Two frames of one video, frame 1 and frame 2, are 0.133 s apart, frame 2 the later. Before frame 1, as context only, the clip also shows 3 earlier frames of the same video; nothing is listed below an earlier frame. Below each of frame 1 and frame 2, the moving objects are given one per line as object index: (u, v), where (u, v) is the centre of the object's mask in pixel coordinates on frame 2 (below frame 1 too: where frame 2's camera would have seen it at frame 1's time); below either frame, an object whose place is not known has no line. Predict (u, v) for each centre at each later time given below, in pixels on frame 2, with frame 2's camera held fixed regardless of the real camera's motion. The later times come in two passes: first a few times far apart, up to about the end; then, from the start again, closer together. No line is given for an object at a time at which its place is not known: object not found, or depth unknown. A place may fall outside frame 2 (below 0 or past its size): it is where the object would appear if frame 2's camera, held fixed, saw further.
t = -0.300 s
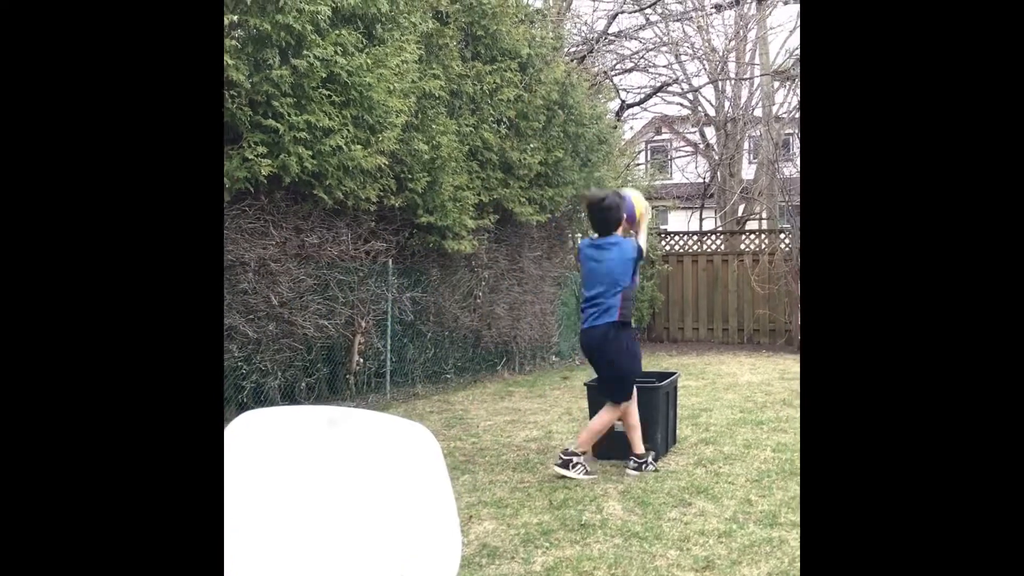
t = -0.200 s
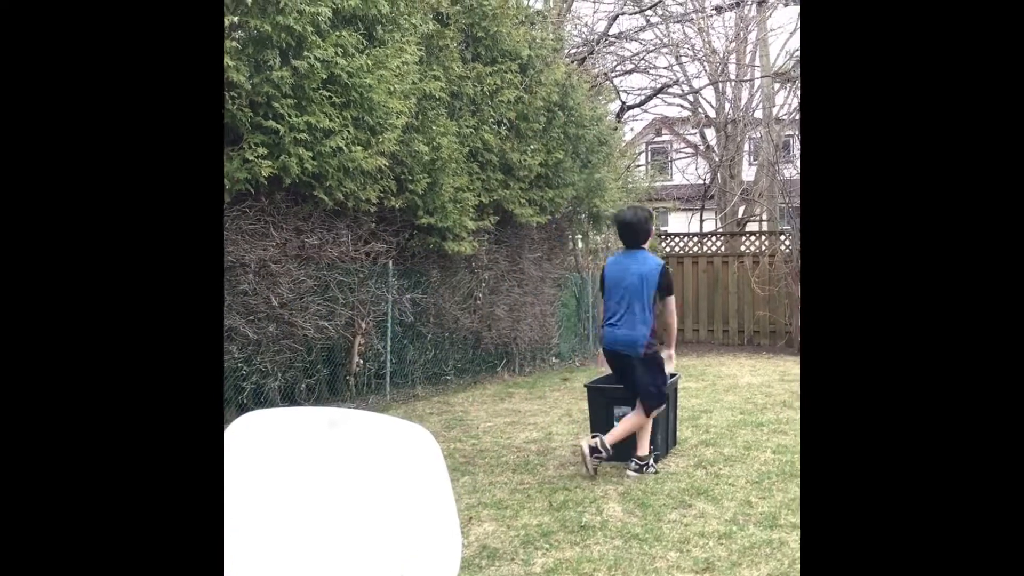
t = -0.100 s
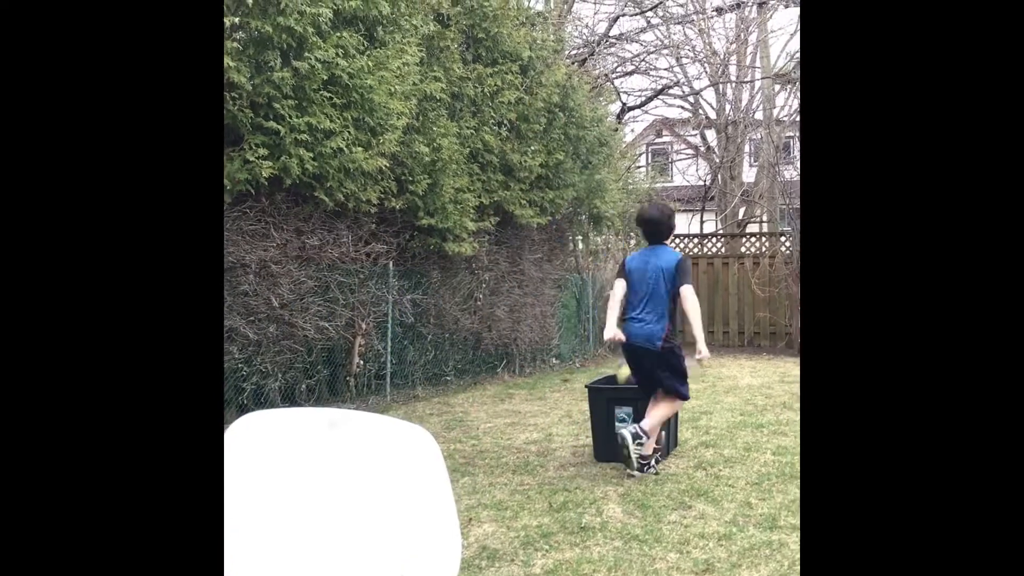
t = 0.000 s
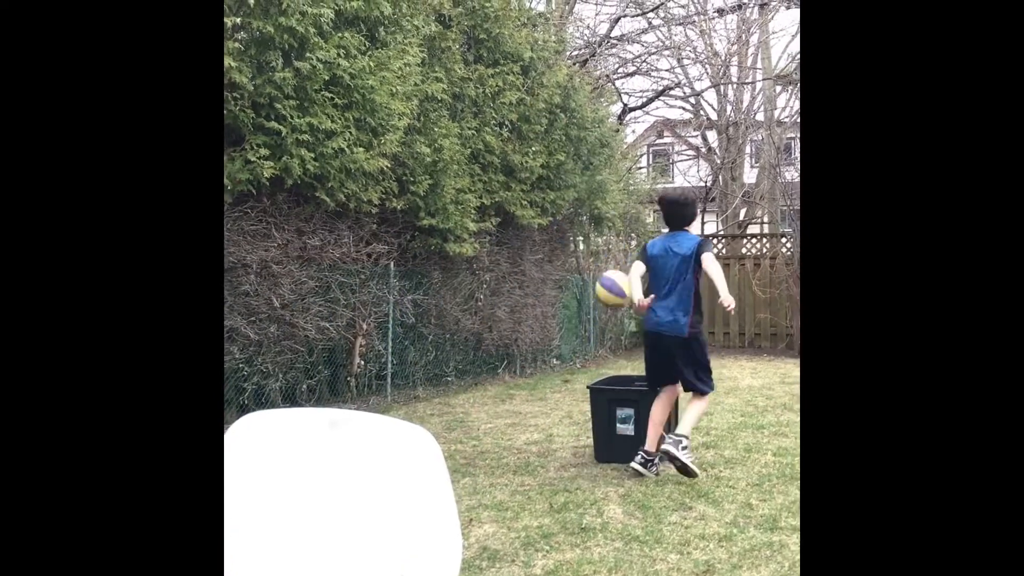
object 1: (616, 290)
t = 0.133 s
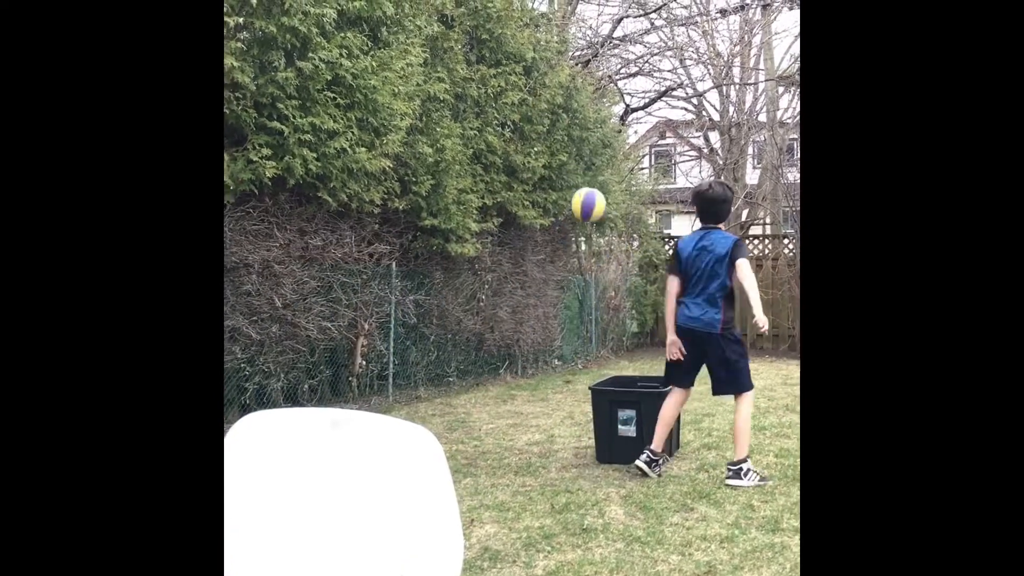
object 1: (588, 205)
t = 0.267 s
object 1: (563, 153)
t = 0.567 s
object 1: (512, 143)
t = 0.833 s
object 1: (474, 240)
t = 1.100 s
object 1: (445, 406)
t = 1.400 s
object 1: (409, 312)
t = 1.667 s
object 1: (419, 300)
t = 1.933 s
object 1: (450, 354)
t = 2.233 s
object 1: (486, 363)
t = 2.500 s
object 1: (517, 385)
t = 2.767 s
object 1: (549, 379)
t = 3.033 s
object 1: (579, 381)
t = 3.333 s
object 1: (607, 374)
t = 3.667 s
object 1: (637, 373)
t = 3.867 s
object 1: (650, 372)
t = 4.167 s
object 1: (665, 371)
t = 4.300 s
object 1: (669, 371)
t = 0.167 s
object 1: (581, 188)
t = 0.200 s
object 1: (575, 175)
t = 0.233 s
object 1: (569, 164)
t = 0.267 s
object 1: (563, 153)
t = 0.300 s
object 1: (558, 147)
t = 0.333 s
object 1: (551, 139)
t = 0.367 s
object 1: (545, 135)
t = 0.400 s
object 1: (539, 133)
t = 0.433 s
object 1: (534, 132)
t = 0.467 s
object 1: (529, 133)
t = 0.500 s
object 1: (523, 135)
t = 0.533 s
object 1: (517, 138)
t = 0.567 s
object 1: (512, 143)
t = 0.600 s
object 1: (507, 151)
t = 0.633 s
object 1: (502, 160)
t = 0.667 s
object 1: (497, 169)
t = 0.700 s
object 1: (492, 182)
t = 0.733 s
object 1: (488, 194)
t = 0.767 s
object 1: (483, 208)
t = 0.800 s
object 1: (479, 224)
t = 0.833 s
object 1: (474, 240)
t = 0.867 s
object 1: (471, 259)
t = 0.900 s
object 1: (466, 277)
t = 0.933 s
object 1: (462, 297)
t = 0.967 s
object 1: (458, 318)
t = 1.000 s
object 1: (455, 341)
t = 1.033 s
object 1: (451, 366)
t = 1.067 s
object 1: (448, 391)
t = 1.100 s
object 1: (445, 406)
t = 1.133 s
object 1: (440, 388)
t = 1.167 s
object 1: (437, 373)
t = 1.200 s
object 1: (432, 360)
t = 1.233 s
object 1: (428, 348)
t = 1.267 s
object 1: (424, 338)
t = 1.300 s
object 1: (420, 329)
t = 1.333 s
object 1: (416, 321)
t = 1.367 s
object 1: (413, 316)
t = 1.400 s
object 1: (409, 312)
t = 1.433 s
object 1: (406, 310)
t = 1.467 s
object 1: (403, 308)
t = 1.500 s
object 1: (402, 307)
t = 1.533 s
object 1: (404, 302)
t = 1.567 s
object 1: (408, 300)
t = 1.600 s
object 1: (411, 299)
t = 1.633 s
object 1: (415, 299)
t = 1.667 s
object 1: (419, 300)
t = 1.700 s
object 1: (423, 304)
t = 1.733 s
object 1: (427, 306)
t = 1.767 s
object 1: (432, 311)
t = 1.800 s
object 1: (436, 317)
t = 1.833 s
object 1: (438, 325)
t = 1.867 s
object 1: (443, 334)
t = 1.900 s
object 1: (447, 343)
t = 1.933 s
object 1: (450, 354)
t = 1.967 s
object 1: (453, 366)
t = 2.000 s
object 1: (458, 378)
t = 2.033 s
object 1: (461, 393)
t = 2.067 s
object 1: (466, 386)
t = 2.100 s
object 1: (469, 379)
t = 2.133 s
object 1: (473, 372)
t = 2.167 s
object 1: (478, 369)
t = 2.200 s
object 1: (482, 365)
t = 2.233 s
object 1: (486, 363)
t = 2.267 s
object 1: (490, 362)
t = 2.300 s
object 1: (493, 363)
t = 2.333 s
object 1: (497, 364)
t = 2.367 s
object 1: (502, 367)
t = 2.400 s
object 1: (506, 370)
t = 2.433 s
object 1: (510, 376)
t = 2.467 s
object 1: (513, 382)
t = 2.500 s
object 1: (517, 385)
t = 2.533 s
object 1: (520, 381)
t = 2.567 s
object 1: (526, 376)
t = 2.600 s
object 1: (529, 374)
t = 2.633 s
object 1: (533, 373)
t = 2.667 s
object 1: (536, 372)
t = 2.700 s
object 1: (540, 372)
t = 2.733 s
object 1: (544, 375)
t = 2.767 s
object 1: (549, 379)
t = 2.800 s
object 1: (552, 383)
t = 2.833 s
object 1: (556, 384)
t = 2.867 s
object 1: (560, 382)
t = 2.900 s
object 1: (564, 380)
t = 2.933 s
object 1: (568, 380)
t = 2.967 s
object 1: (572, 382)
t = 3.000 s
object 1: (575, 382)
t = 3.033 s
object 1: (579, 381)
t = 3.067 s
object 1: (582, 381)
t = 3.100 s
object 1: (586, 380)
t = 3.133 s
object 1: (589, 378)
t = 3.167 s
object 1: (592, 377)
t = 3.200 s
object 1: (594, 376)
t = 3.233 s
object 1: (597, 375)
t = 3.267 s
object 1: (602, 374)
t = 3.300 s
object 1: (604, 374)
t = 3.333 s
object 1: (607, 374)
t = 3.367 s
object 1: (609, 373)
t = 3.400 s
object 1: (613, 373)
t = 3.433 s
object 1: (616, 373)
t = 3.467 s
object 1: (620, 373)
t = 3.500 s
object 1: (624, 373)
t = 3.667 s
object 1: (637, 373)
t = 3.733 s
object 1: (640, 372)
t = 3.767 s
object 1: (644, 372)
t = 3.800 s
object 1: (646, 372)
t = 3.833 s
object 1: (648, 372)
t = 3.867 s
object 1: (650, 372)
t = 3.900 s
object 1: (652, 372)
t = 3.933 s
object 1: (654, 371)
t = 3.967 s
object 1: (656, 370)
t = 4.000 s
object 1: (657, 371)
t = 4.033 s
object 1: (657, 373)
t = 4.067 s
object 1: (659, 372)
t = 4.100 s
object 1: (662, 371)
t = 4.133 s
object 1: (663, 371)
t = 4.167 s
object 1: (665, 371)
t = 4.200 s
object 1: (665, 371)
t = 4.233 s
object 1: (665, 371)
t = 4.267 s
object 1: (668, 371)
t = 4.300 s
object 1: (669, 371)
